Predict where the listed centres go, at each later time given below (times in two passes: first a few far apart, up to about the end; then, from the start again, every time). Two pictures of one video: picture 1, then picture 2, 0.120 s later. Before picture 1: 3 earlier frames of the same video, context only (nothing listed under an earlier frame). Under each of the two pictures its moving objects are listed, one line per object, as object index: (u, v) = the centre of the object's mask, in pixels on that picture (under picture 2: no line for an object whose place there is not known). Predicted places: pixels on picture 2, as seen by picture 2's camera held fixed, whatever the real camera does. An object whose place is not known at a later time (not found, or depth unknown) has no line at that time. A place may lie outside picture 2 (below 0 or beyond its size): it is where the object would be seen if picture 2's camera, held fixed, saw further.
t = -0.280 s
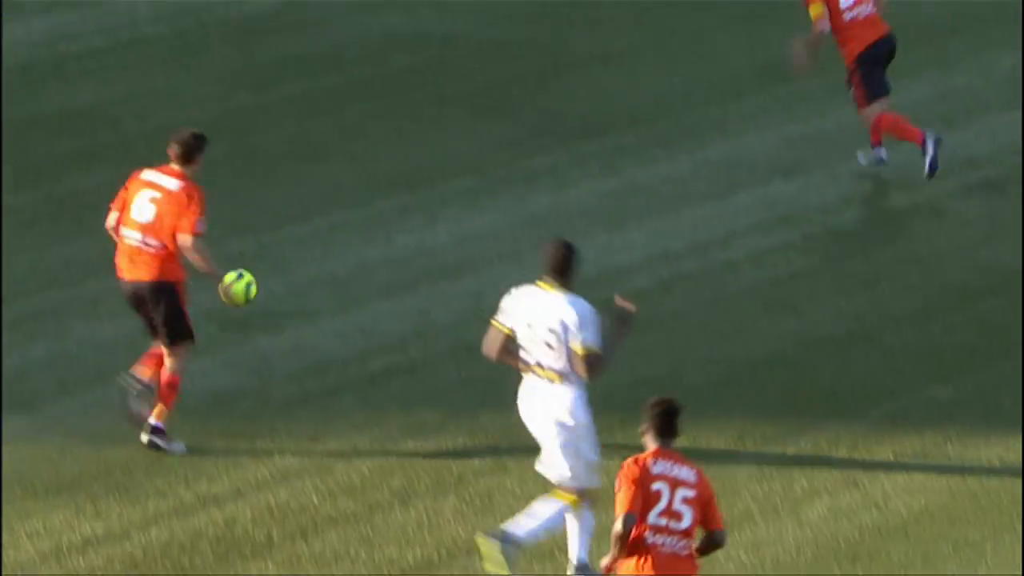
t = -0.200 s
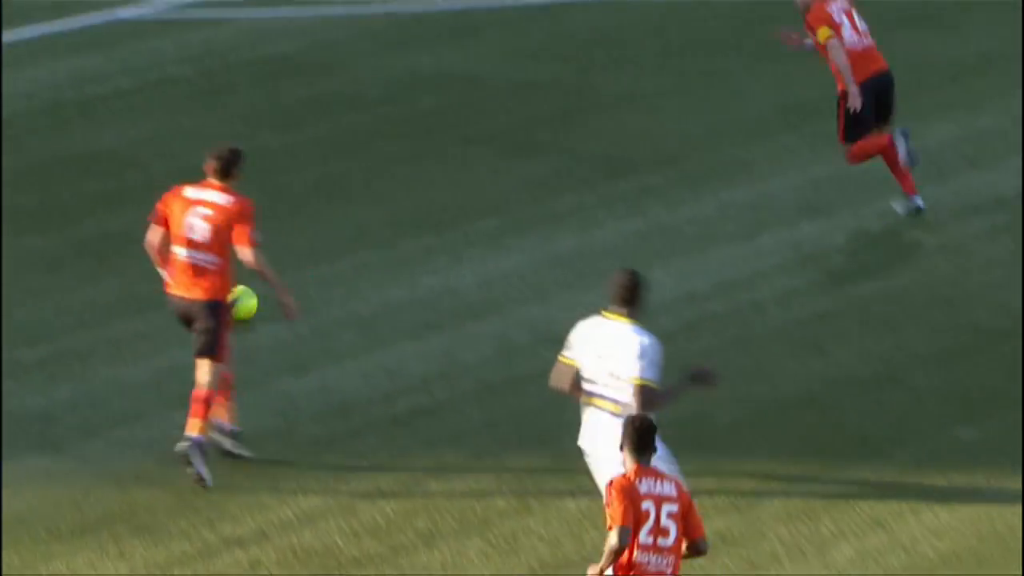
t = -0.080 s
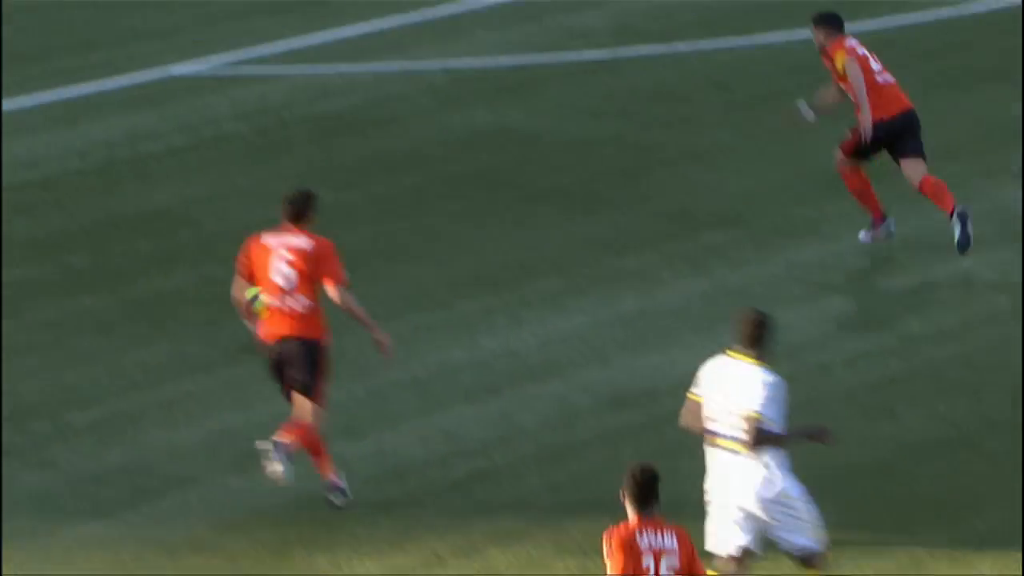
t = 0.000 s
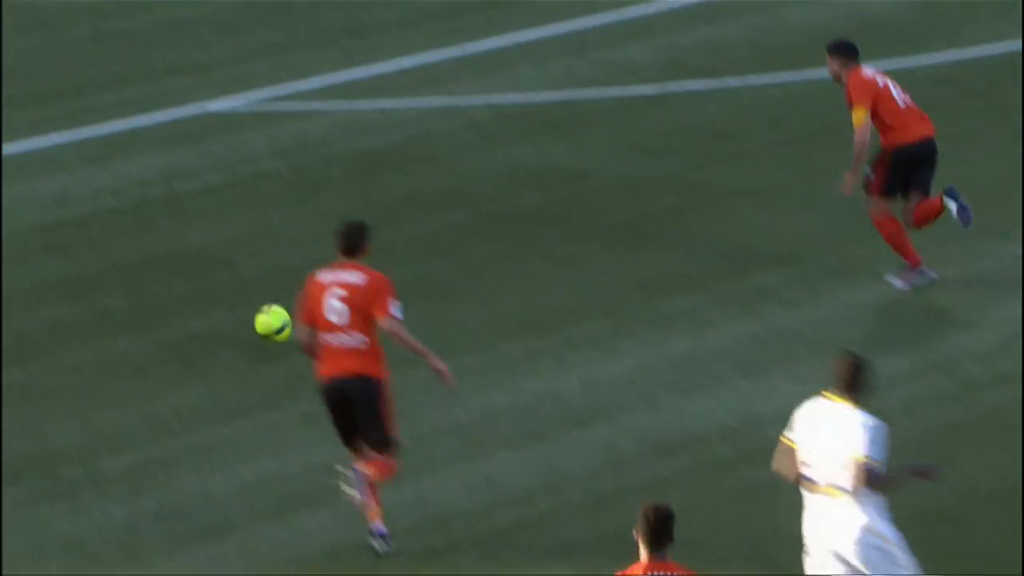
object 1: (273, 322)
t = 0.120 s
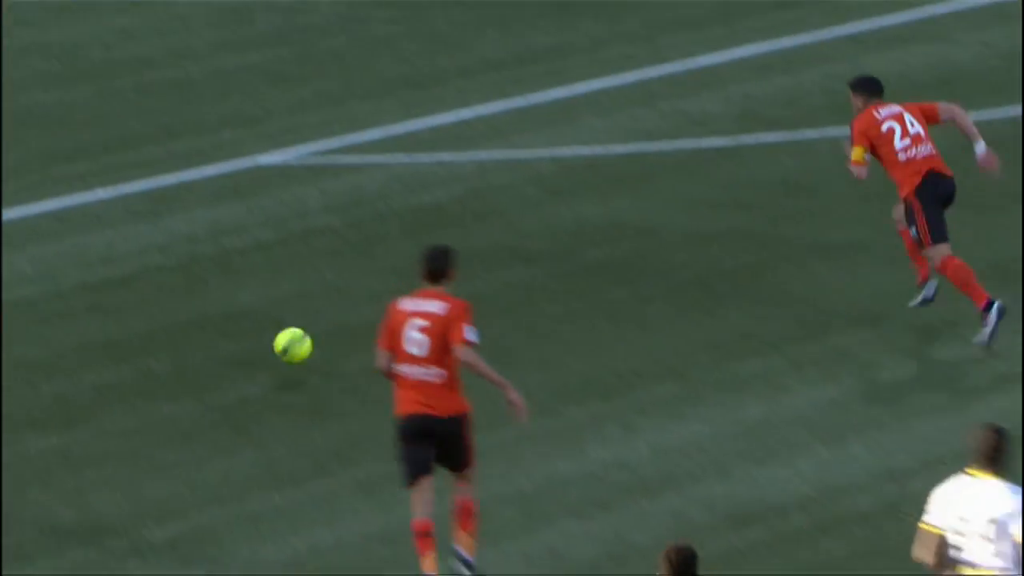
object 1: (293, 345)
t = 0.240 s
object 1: (262, 311)
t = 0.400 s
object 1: (228, 267)
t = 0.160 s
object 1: (282, 329)
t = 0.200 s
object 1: (272, 317)
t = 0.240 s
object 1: (262, 311)
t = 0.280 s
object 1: (253, 307)
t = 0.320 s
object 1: (243, 297)
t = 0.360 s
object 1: (236, 281)
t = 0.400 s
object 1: (228, 267)
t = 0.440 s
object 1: (220, 256)
